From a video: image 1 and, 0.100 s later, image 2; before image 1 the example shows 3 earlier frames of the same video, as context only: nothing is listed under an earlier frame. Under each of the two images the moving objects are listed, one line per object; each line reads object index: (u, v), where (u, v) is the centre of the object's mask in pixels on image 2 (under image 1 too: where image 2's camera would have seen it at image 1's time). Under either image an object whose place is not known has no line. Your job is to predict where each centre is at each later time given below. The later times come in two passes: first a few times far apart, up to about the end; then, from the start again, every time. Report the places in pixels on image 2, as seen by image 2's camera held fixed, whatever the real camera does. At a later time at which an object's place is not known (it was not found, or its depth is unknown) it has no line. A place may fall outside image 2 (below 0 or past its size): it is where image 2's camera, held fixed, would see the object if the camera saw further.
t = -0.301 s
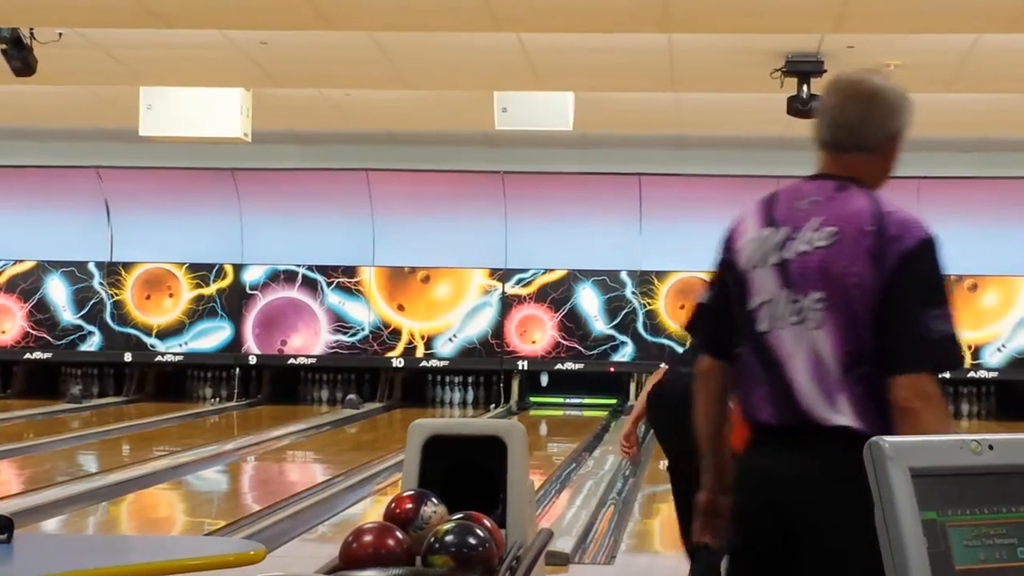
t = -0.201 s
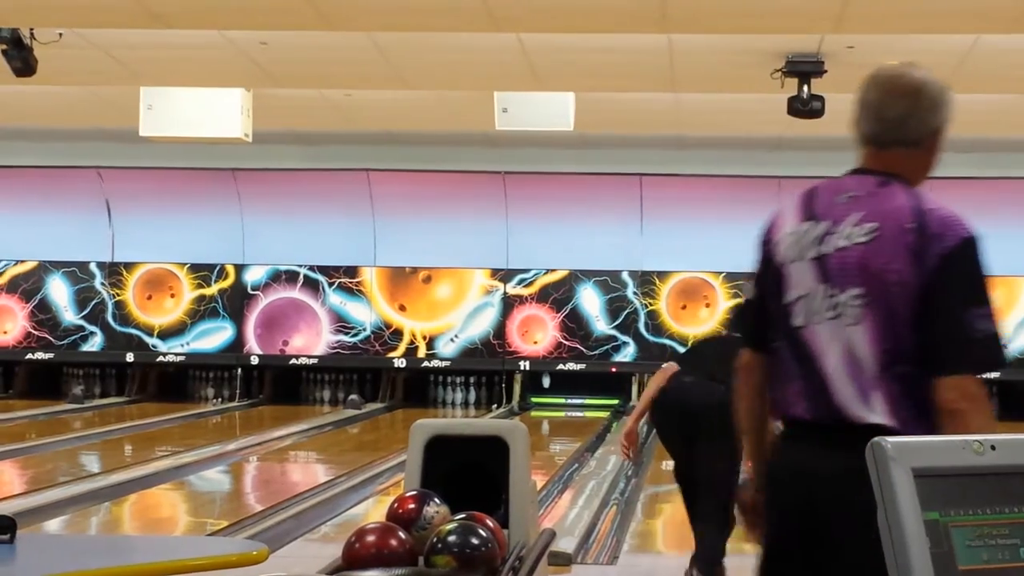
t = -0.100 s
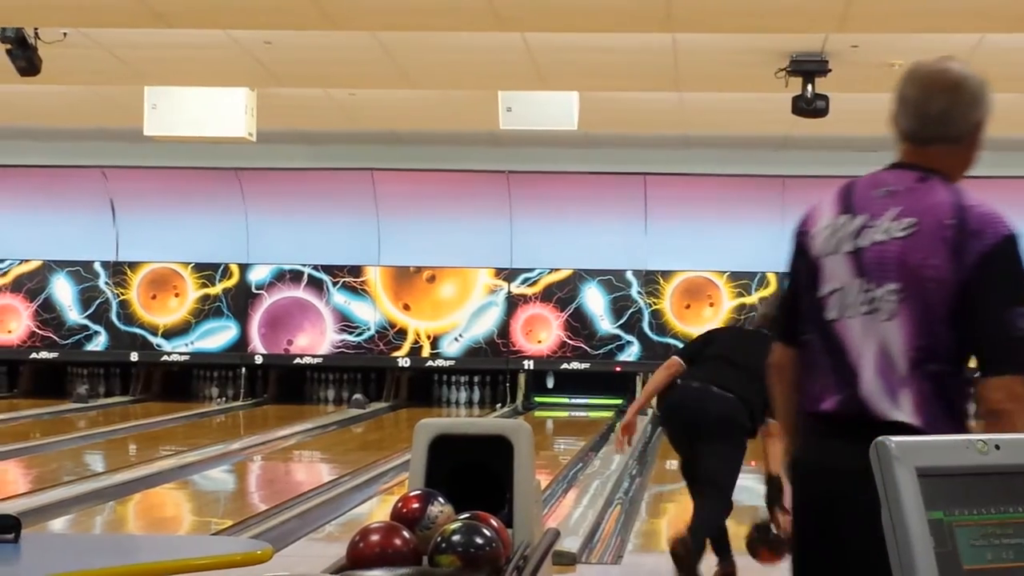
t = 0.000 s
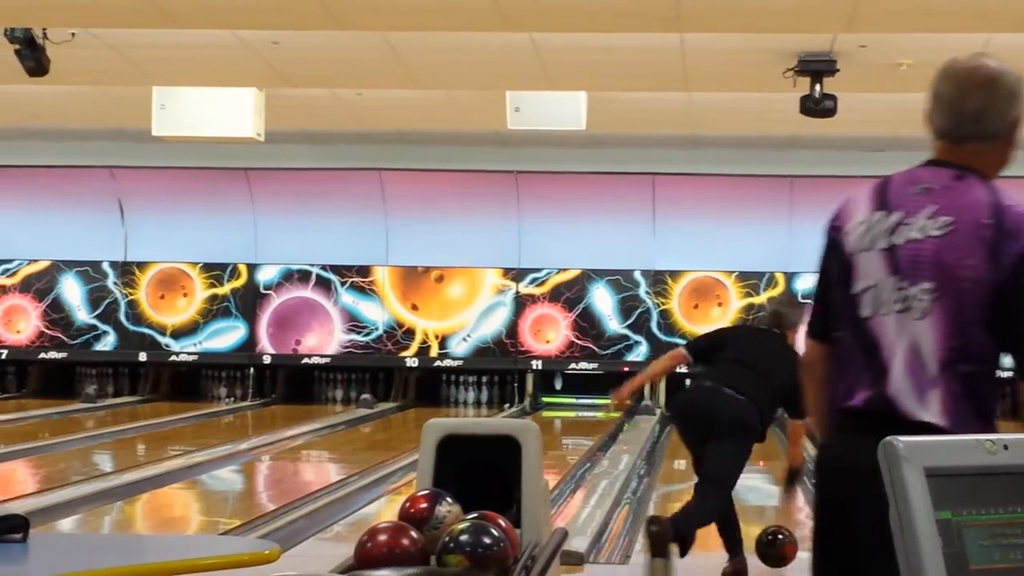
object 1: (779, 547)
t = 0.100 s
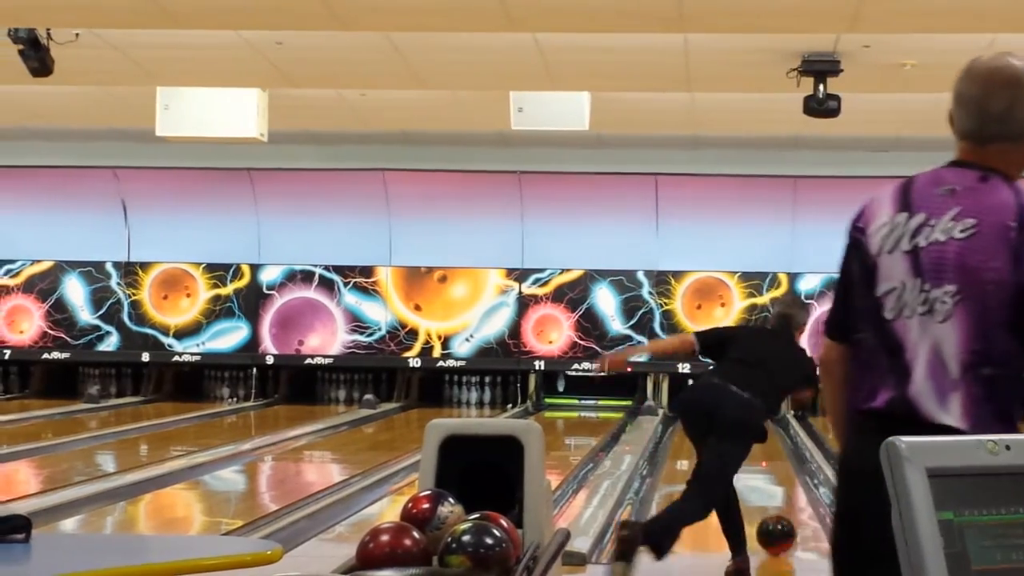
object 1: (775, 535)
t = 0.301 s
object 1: (772, 507)
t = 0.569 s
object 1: (769, 481)
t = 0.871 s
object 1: (765, 460)
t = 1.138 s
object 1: (761, 445)
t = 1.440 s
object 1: (758, 433)
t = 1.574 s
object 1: (758, 428)
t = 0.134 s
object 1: (775, 530)
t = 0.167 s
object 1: (774, 525)
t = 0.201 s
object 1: (774, 520)
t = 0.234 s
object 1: (773, 516)
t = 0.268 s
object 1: (773, 511)
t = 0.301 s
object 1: (772, 507)
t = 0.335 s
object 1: (772, 504)
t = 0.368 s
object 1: (772, 499)
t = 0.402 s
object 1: (772, 497)
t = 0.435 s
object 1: (771, 493)
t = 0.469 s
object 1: (771, 490)
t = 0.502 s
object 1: (770, 487)
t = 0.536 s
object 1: (770, 484)
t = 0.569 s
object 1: (769, 481)
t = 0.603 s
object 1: (769, 478)
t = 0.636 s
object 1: (768, 475)
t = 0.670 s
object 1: (768, 473)
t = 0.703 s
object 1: (768, 470)
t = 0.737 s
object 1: (767, 468)
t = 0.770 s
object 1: (767, 466)
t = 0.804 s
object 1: (766, 463)
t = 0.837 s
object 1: (766, 461)
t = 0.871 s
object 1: (765, 460)
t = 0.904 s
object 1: (764, 458)
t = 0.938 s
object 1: (763, 456)
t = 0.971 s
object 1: (763, 454)
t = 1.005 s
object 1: (763, 452)
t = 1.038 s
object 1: (762, 449)
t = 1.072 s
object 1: (762, 448)
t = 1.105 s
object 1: (762, 447)
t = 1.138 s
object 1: (761, 445)
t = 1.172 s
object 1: (761, 444)
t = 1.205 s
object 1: (760, 444)
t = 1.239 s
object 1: (761, 442)
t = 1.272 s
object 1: (760, 440)
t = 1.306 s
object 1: (760, 438)
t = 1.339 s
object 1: (760, 436)
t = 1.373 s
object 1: (758, 436)
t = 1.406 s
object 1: (758, 433)
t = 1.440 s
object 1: (758, 433)
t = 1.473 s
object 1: (757, 431)
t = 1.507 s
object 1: (757, 430)
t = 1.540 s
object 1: (757, 429)
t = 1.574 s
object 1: (758, 428)
